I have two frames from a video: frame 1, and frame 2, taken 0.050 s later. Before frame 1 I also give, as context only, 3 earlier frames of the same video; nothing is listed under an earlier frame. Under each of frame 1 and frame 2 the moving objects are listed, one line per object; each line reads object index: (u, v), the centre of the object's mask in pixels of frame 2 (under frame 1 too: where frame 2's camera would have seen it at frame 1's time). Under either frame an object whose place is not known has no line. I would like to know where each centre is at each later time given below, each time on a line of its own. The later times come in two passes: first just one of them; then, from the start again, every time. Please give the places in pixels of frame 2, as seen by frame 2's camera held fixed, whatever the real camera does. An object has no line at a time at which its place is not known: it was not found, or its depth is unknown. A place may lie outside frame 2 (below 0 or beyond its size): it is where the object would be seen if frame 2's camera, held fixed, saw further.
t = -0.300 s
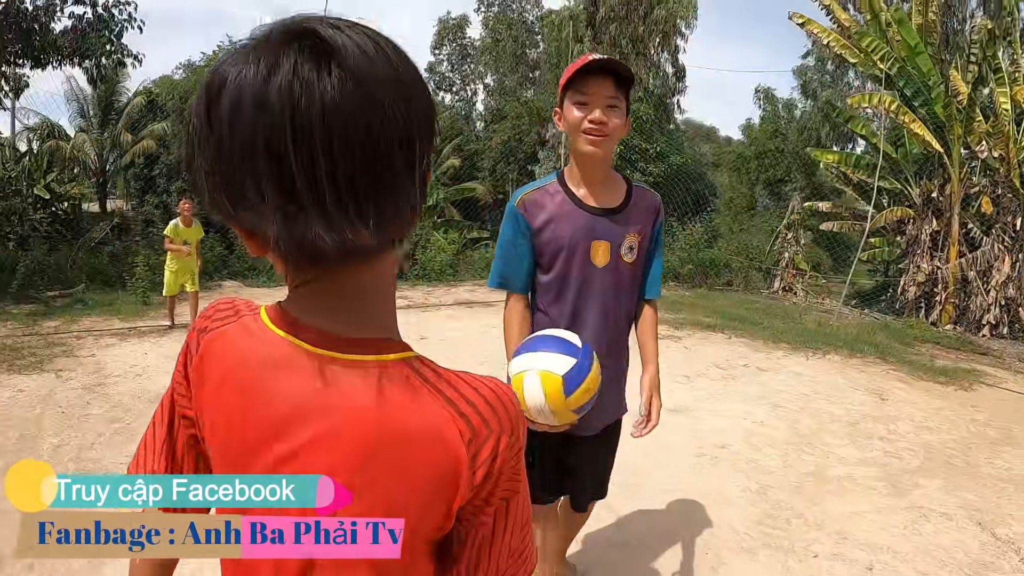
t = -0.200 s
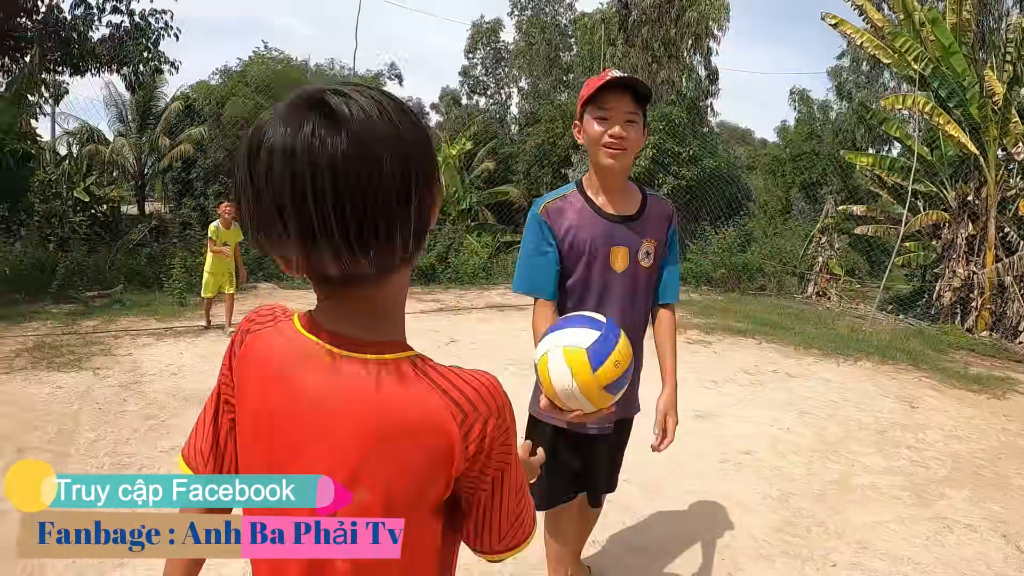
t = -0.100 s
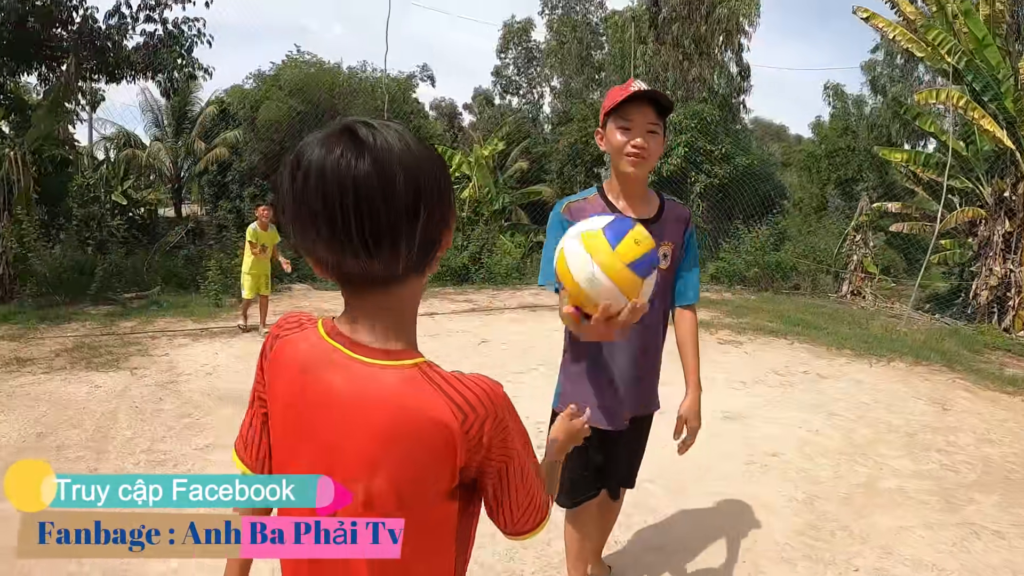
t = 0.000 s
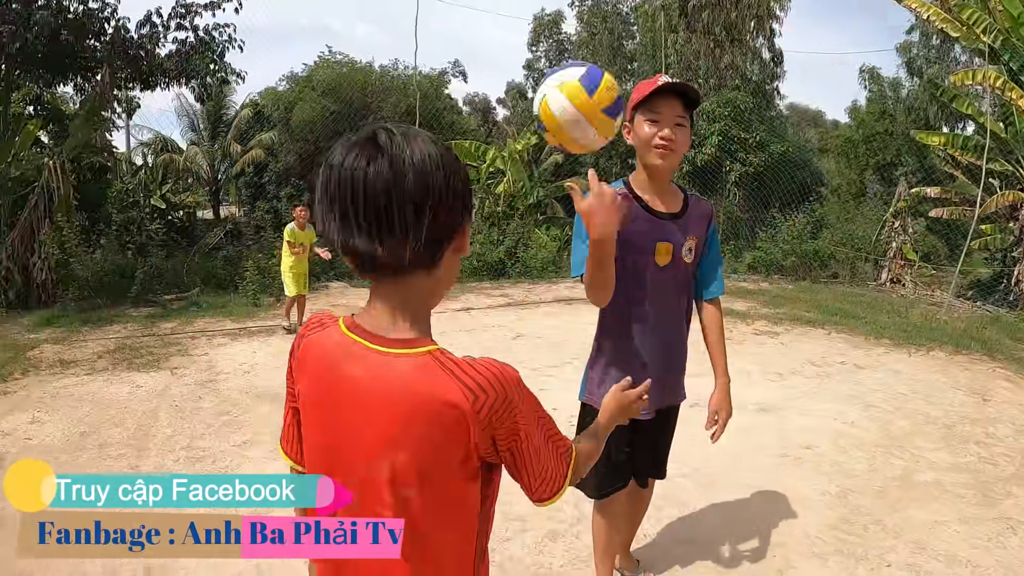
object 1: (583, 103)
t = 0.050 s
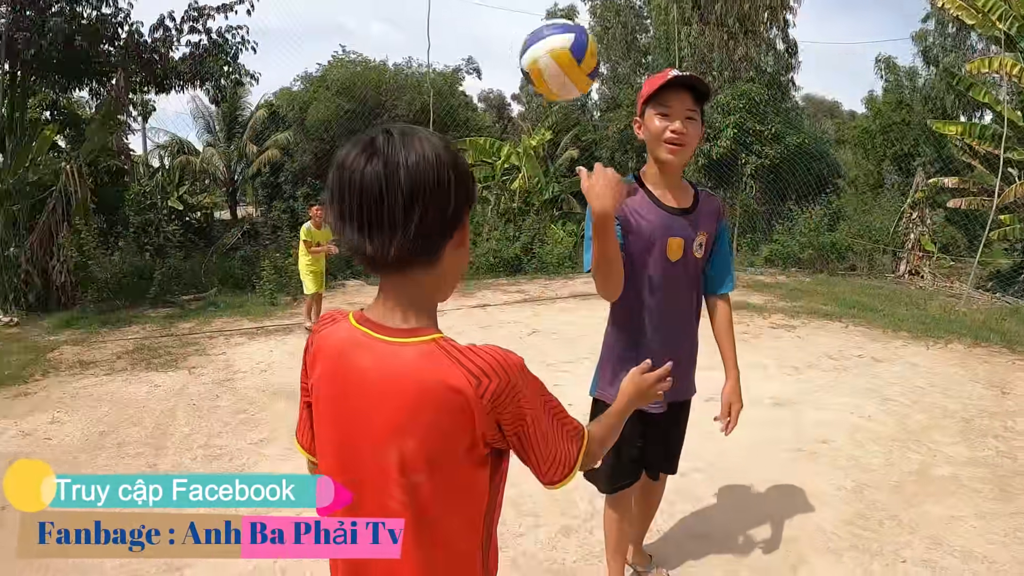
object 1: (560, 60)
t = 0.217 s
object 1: (497, 24)
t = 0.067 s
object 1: (553, 50)
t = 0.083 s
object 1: (545, 41)
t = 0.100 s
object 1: (539, 39)
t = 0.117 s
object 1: (532, 33)
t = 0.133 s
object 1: (524, 29)
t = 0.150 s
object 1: (518, 27)
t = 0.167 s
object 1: (513, 26)
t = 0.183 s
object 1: (507, 25)
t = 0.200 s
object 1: (502, 24)
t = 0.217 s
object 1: (497, 24)
